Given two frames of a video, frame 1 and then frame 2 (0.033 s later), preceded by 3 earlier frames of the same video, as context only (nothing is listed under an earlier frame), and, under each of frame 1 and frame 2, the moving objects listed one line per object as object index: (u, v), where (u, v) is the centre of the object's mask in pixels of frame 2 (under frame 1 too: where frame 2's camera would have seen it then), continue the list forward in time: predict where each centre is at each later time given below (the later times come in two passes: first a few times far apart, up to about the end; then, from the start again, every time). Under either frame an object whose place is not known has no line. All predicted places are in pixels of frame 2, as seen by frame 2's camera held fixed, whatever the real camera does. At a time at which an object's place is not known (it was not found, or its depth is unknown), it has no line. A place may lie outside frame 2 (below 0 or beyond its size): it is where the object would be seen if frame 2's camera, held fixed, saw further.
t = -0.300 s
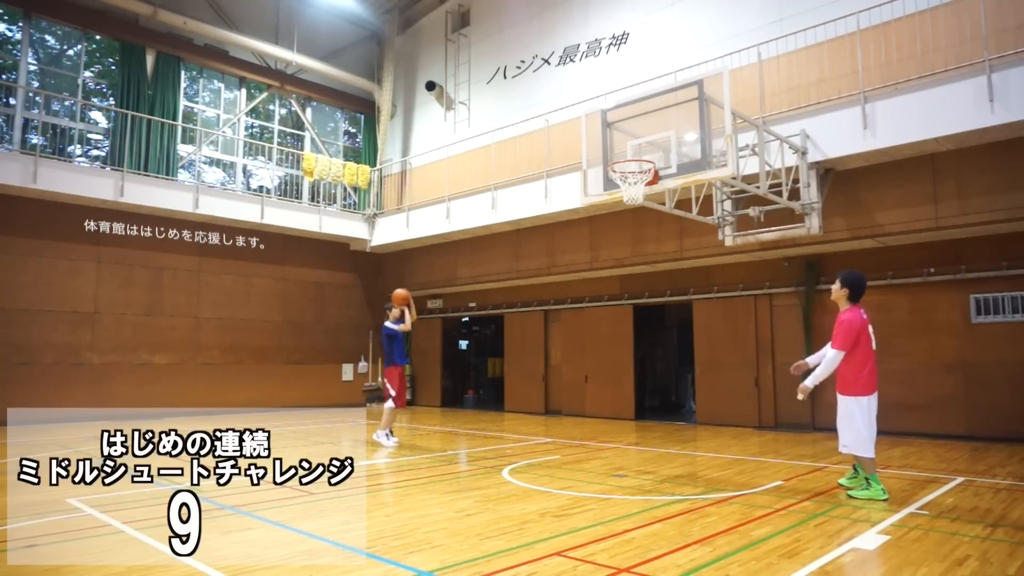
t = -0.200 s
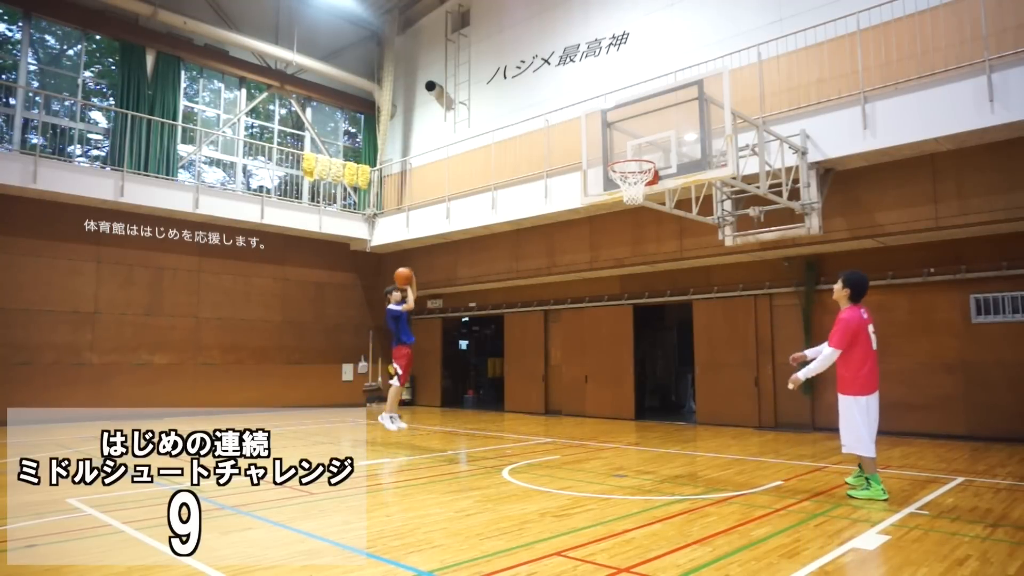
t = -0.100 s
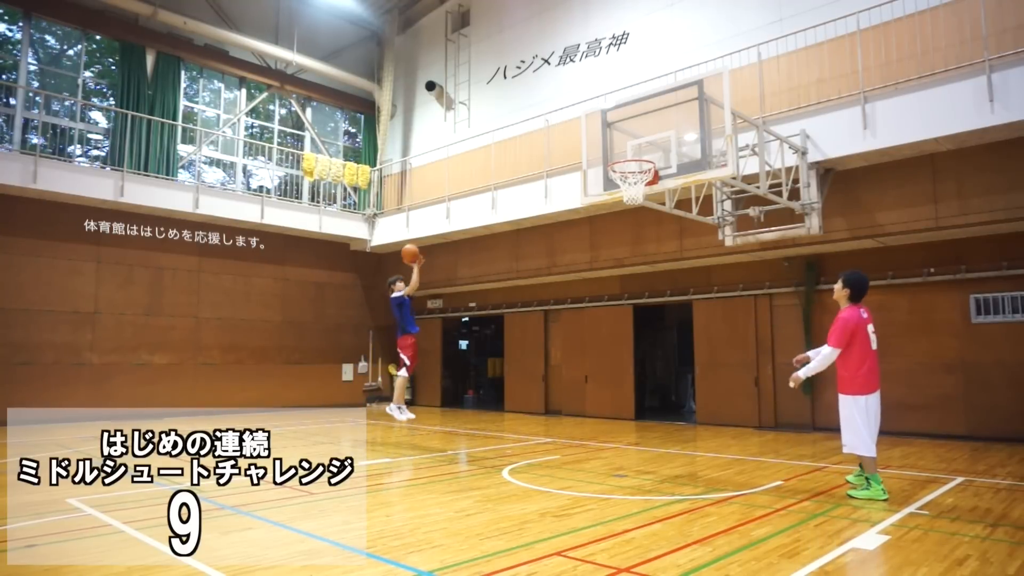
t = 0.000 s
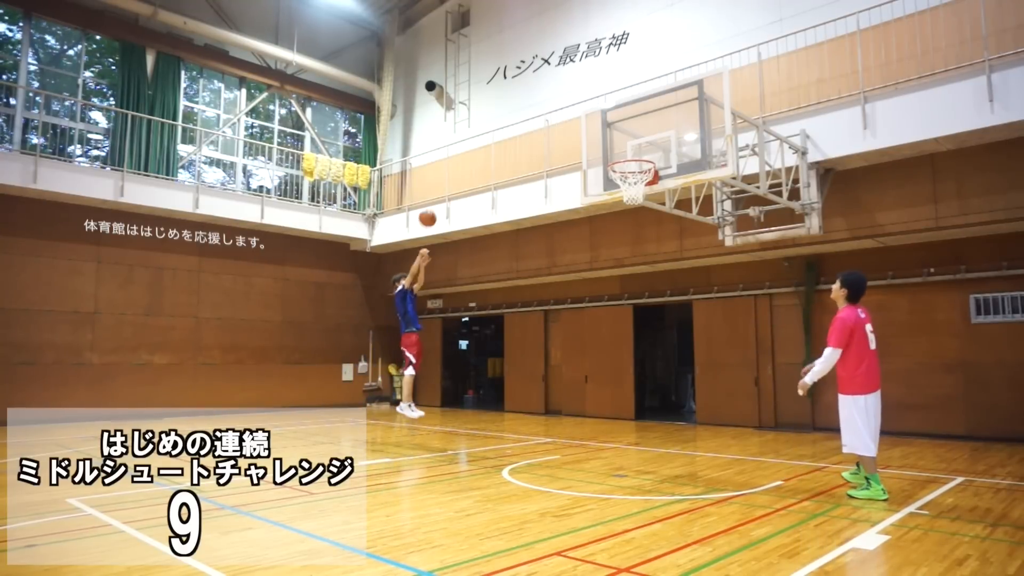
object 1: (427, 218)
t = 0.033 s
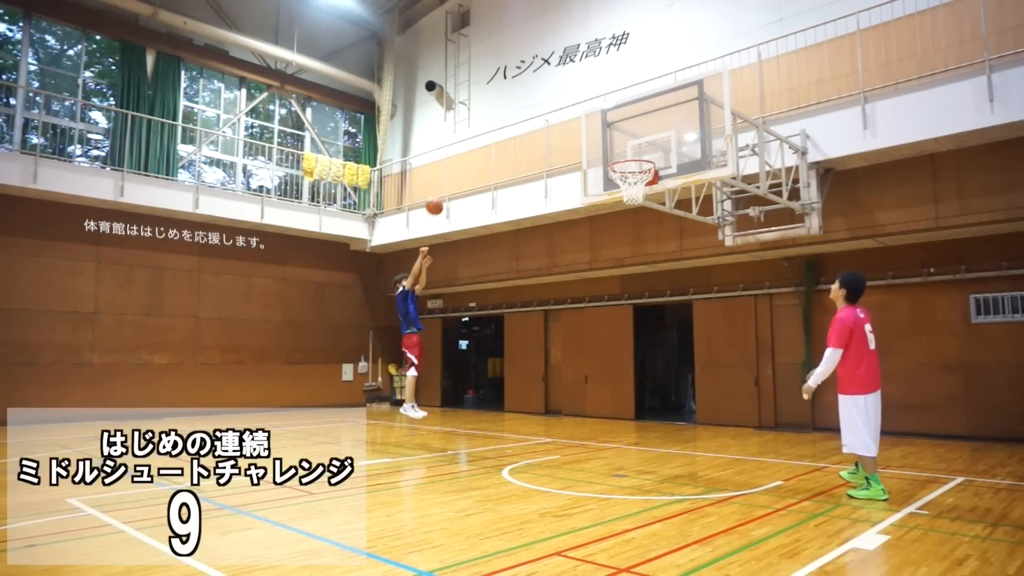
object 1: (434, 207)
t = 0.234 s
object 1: (477, 153)
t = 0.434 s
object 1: (524, 125)
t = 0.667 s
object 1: (587, 131)
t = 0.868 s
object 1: (643, 177)
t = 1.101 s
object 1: (631, 230)
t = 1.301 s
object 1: (625, 312)
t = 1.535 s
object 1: (619, 450)
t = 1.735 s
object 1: (596, 373)
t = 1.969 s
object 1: (574, 327)
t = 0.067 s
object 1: (441, 196)
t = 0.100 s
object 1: (448, 186)
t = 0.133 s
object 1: (455, 177)
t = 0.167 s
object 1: (463, 168)
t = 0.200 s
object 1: (470, 160)
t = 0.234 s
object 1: (477, 153)
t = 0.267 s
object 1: (485, 146)
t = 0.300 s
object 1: (493, 140)
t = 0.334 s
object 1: (500, 135)
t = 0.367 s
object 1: (508, 131)
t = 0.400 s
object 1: (516, 127)
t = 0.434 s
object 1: (524, 125)
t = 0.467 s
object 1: (533, 123)
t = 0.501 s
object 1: (541, 122)
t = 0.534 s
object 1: (550, 122)
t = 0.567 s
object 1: (559, 123)
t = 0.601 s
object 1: (568, 125)
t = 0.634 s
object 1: (577, 128)
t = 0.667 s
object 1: (587, 131)
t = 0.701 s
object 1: (597, 137)
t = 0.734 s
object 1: (606, 142)
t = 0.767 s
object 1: (617, 150)
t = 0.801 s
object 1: (627, 158)
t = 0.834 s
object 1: (636, 169)
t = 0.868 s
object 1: (643, 177)
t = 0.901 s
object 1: (641, 187)
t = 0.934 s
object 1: (640, 189)
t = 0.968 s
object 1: (638, 194)
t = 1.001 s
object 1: (637, 203)
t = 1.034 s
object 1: (635, 210)
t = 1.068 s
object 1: (633, 220)
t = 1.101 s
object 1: (631, 230)
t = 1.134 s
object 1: (630, 242)
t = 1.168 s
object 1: (629, 255)
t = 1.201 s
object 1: (628, 268)
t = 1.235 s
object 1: (627, 283)
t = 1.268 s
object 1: (626, 297)
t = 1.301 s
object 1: (625, 312)
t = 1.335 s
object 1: (624, 330)
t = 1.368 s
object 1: (622, 348)
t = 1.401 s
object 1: (622, 367)
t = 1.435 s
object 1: (621, 386)
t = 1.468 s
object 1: (620, 406)
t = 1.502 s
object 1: (620, 426)
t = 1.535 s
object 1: (619, 450)
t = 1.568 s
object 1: (616, 439)
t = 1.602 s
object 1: (612, 422)
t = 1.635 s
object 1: (607, 408)
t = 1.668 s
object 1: (603, 396)
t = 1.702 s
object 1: (600, 384)
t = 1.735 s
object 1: (596, 373)
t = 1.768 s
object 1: (593, 364)
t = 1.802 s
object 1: (590, 355)
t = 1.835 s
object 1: (587, 347)
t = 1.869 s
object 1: (583, 341)
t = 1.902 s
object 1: (580, 335)
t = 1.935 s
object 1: (577, 330)
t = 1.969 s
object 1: (574, 327)
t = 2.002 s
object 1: (571, 324)
